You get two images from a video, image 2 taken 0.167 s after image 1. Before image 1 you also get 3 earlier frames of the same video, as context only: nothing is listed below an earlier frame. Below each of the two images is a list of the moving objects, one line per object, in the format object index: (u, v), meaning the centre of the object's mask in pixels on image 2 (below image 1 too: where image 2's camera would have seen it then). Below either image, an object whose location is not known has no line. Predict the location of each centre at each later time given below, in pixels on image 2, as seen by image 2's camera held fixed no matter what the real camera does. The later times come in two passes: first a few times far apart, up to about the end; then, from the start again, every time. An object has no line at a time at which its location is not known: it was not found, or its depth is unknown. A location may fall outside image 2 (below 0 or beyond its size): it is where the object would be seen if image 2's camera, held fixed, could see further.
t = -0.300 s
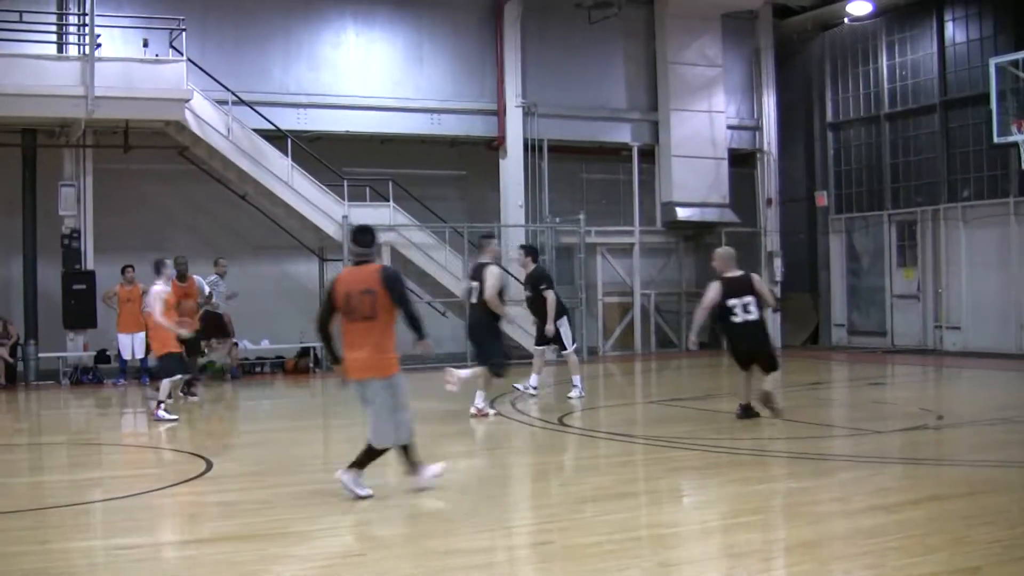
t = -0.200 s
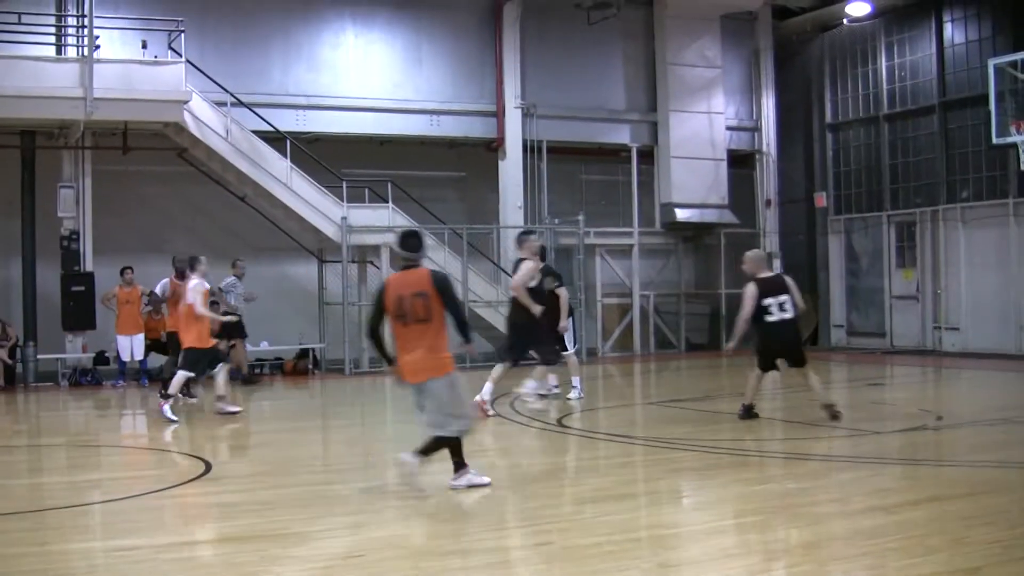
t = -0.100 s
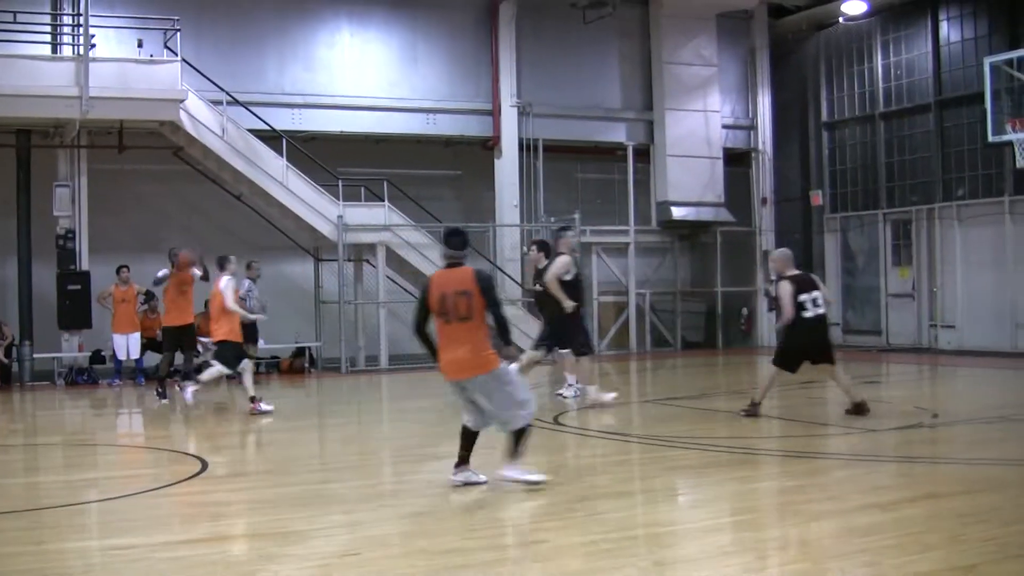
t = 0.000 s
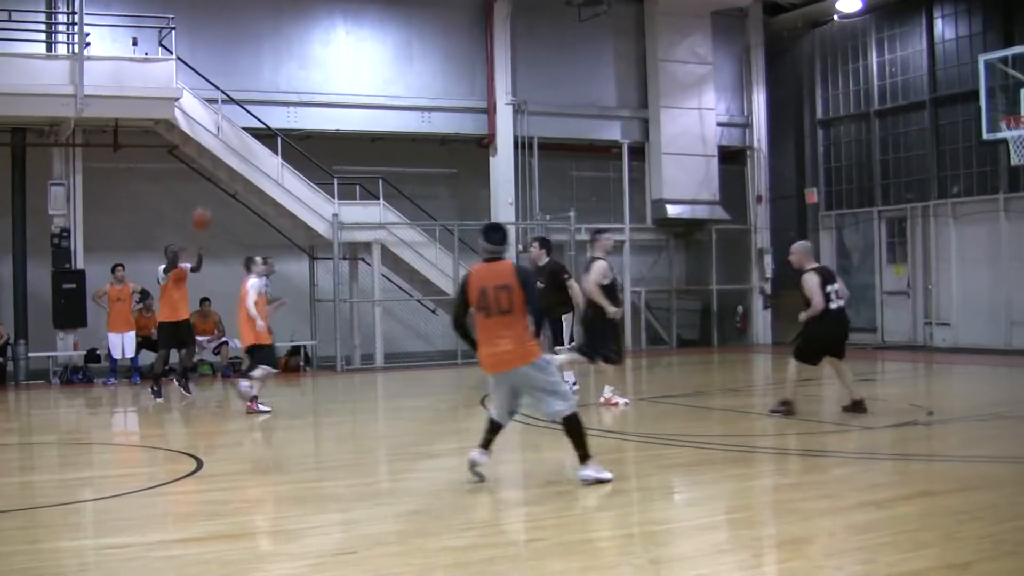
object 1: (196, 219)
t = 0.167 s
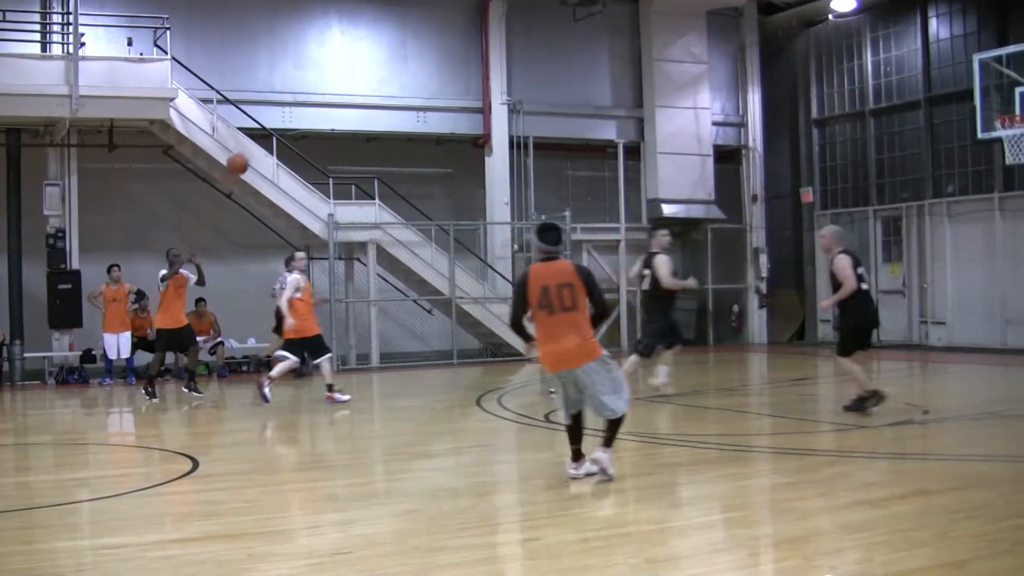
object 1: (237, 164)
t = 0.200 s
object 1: (246, 156)
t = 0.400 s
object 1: (305, 119)
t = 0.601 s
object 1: (377, 121)
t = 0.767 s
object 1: (449, 158)
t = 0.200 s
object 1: (246, 156)
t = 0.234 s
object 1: (255, 146)
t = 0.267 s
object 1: (264, 139)
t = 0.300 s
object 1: (273, 133)
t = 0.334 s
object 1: (285, 127)
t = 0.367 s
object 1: (295, 123)
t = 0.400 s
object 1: (305, 119)
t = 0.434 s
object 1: (316, 116)
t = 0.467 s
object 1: (327, 115)
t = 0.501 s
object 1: (339, 115)
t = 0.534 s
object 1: (351, 116)
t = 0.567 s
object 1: (364, 118)
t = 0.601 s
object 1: (377, 121)
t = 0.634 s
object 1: (390, 126)
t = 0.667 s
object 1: (404, 132)
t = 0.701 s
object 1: (418, 140)
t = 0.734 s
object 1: (434, 148)
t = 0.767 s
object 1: (449, 158)
